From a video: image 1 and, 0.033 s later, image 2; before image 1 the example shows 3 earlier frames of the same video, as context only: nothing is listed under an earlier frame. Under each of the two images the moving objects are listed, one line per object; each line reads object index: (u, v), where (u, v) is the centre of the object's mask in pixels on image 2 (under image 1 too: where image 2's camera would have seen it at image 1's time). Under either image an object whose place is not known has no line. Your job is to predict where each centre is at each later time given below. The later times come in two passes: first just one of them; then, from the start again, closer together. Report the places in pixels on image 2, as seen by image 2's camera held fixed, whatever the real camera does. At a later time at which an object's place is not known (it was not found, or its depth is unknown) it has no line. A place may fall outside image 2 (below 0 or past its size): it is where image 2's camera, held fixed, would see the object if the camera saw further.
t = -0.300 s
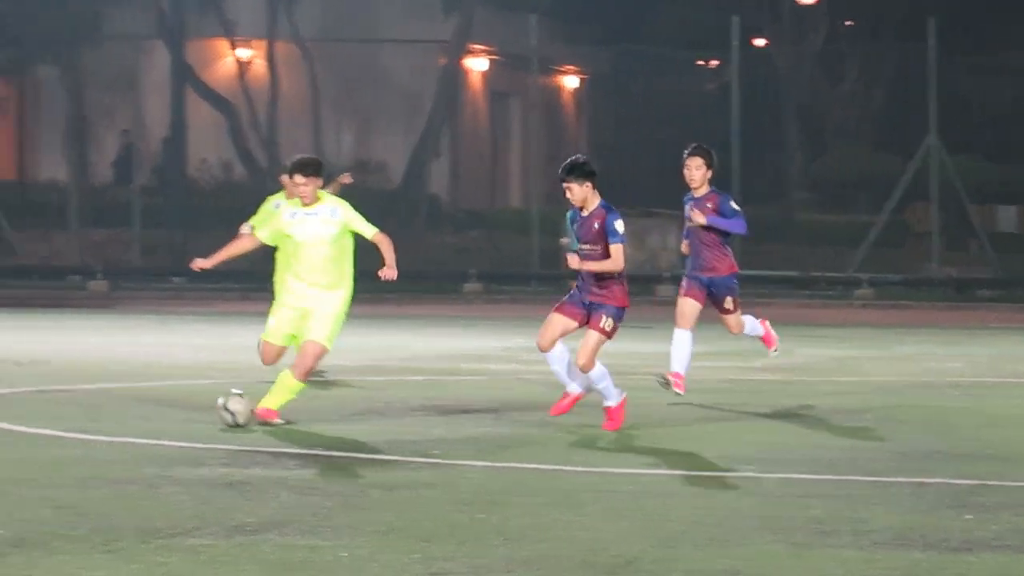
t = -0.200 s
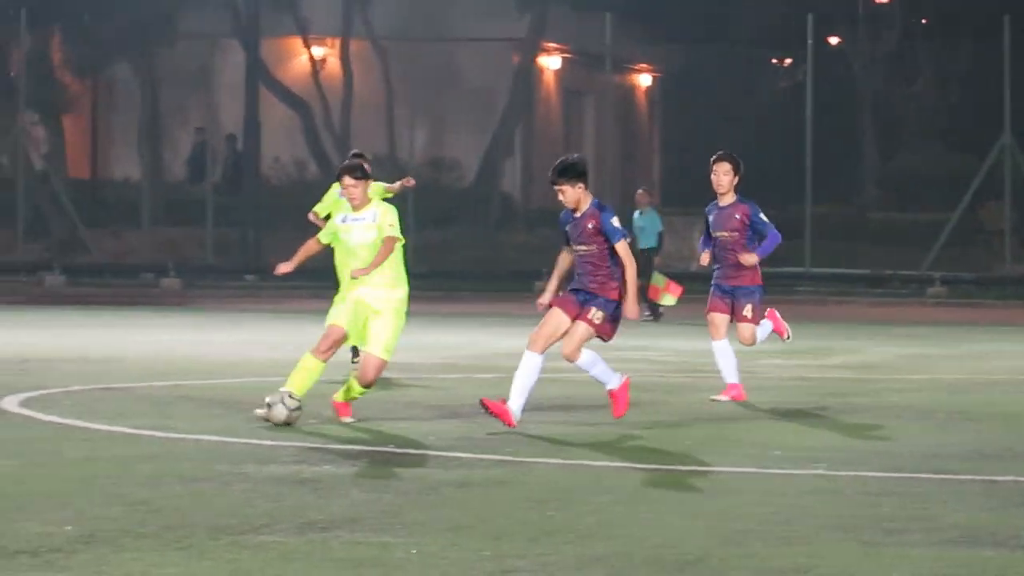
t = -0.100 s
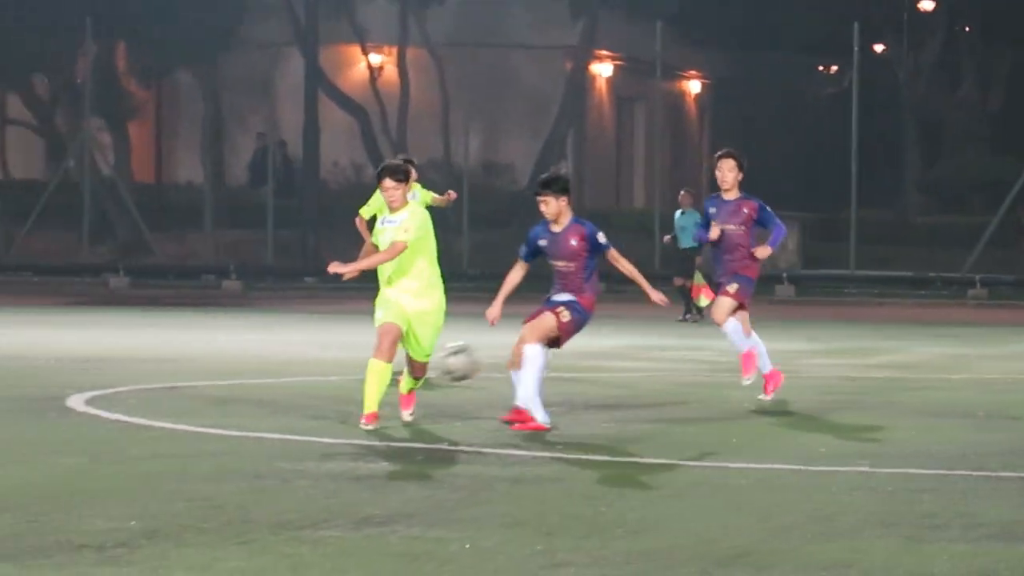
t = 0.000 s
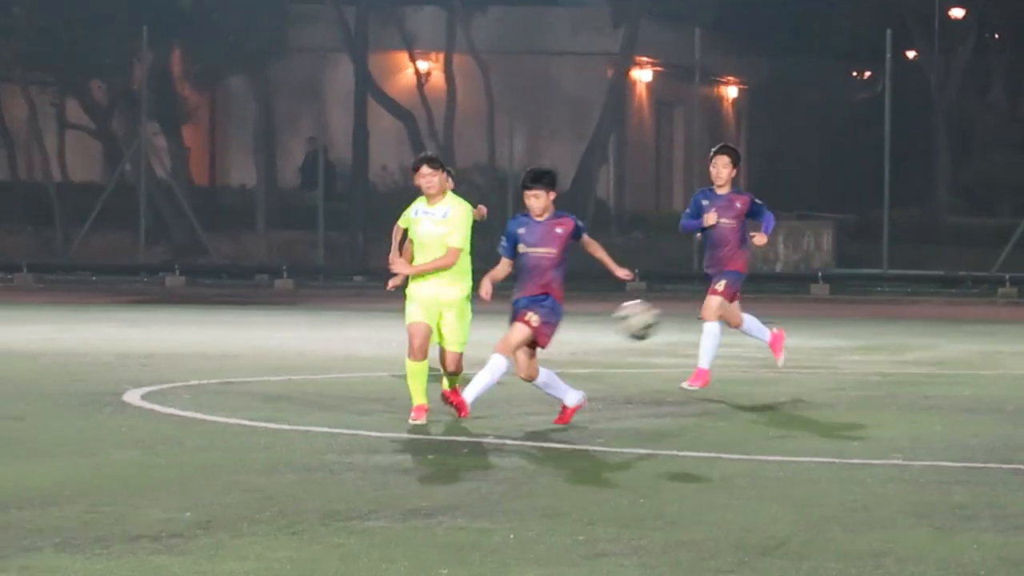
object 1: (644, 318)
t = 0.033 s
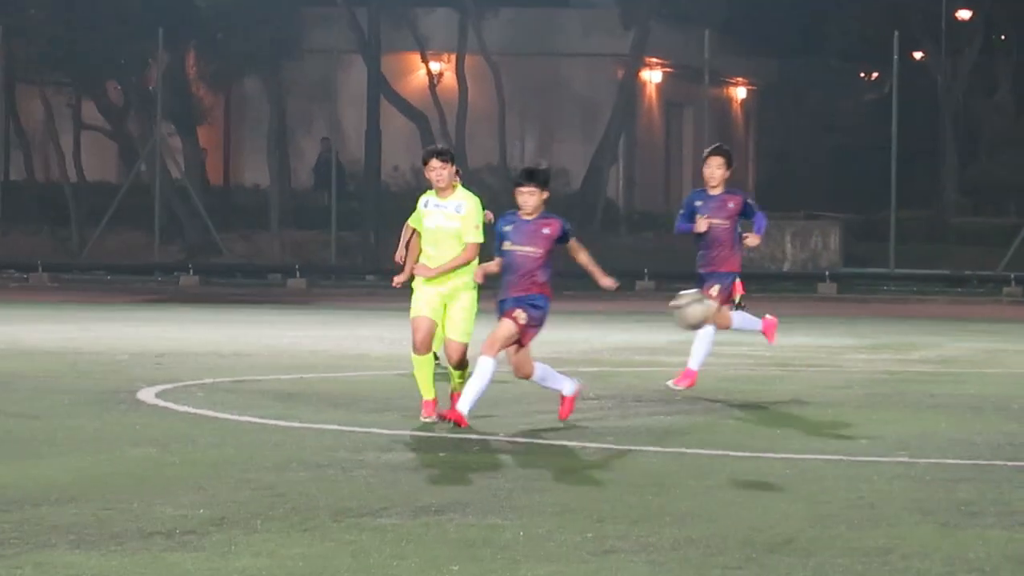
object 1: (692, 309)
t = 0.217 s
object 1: (996, 278)
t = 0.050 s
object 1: (720, 303)
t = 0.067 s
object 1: (748, 297)
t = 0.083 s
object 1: (772, 296)
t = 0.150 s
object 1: (883, 288)
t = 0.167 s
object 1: (911, 284)
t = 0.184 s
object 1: (938, 280)
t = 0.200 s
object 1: (967, 281)
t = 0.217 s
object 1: (996, 278)
